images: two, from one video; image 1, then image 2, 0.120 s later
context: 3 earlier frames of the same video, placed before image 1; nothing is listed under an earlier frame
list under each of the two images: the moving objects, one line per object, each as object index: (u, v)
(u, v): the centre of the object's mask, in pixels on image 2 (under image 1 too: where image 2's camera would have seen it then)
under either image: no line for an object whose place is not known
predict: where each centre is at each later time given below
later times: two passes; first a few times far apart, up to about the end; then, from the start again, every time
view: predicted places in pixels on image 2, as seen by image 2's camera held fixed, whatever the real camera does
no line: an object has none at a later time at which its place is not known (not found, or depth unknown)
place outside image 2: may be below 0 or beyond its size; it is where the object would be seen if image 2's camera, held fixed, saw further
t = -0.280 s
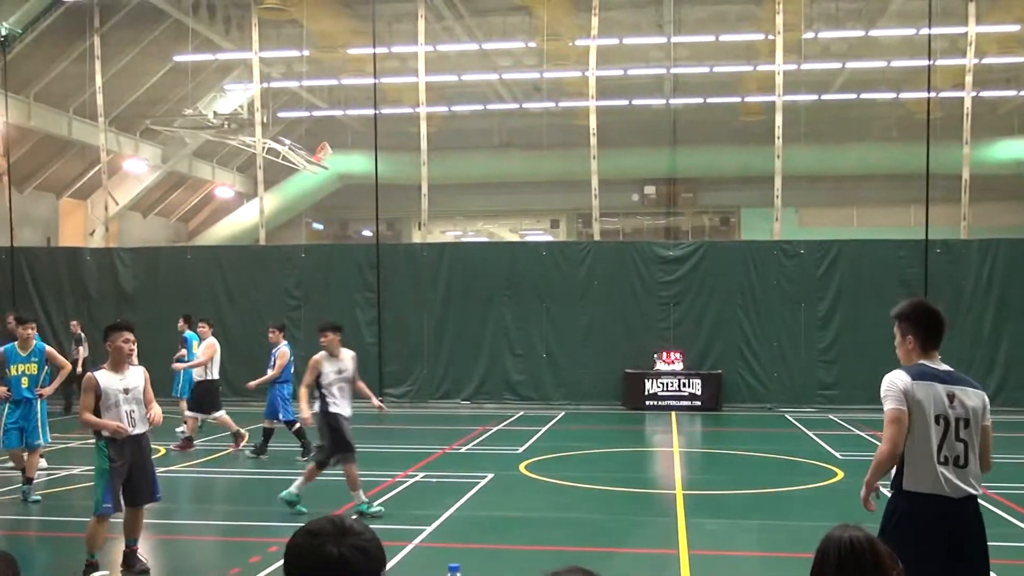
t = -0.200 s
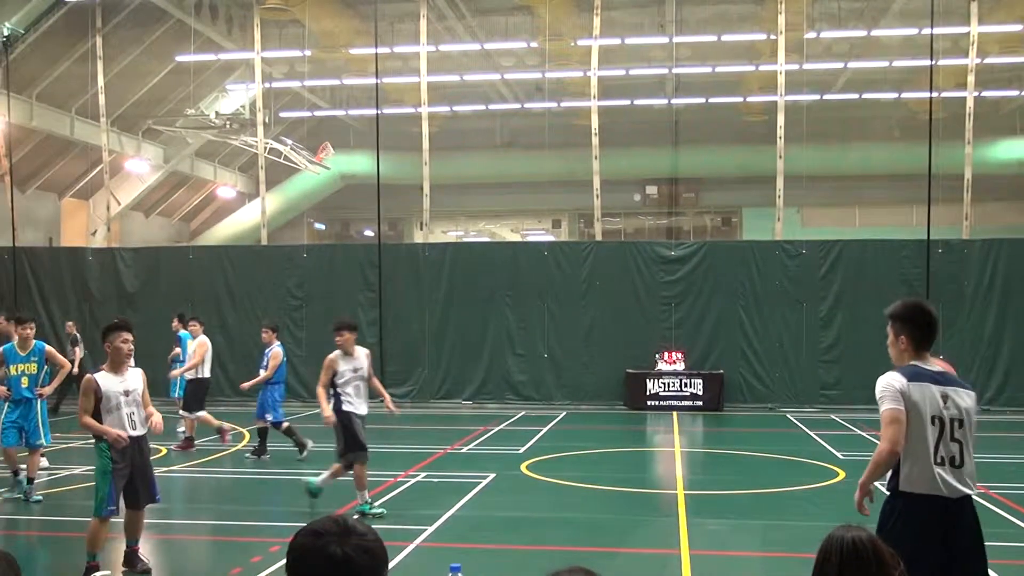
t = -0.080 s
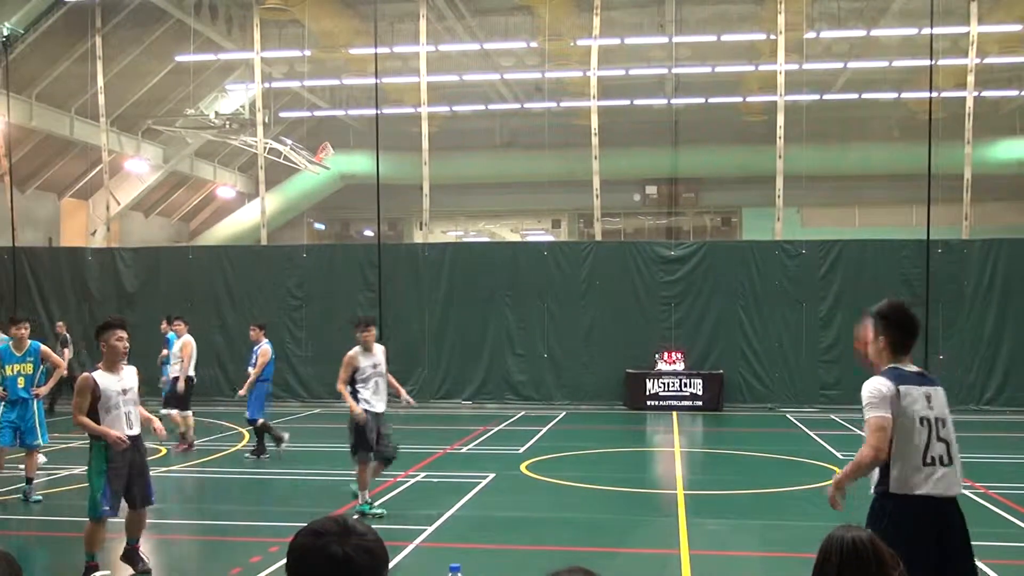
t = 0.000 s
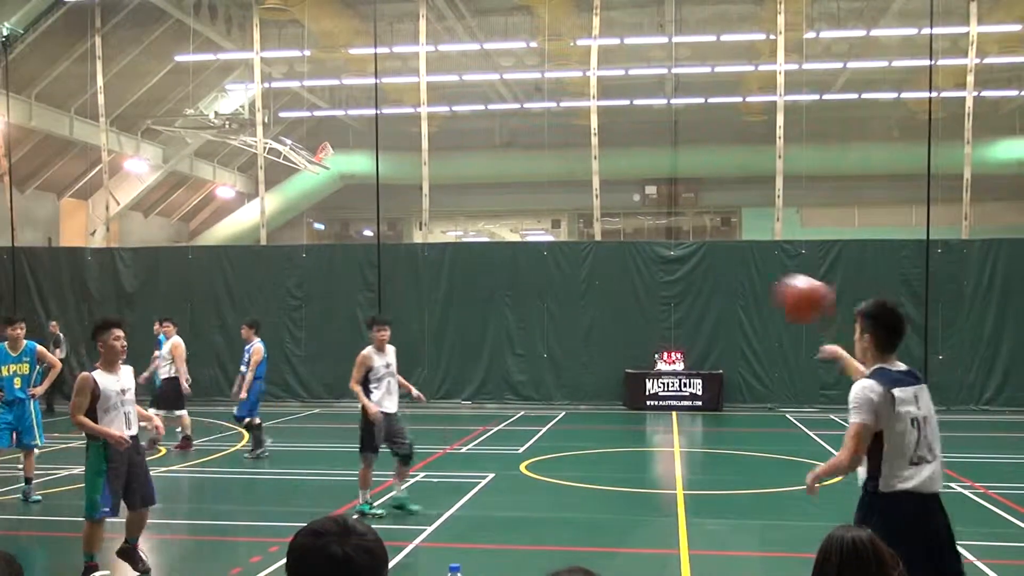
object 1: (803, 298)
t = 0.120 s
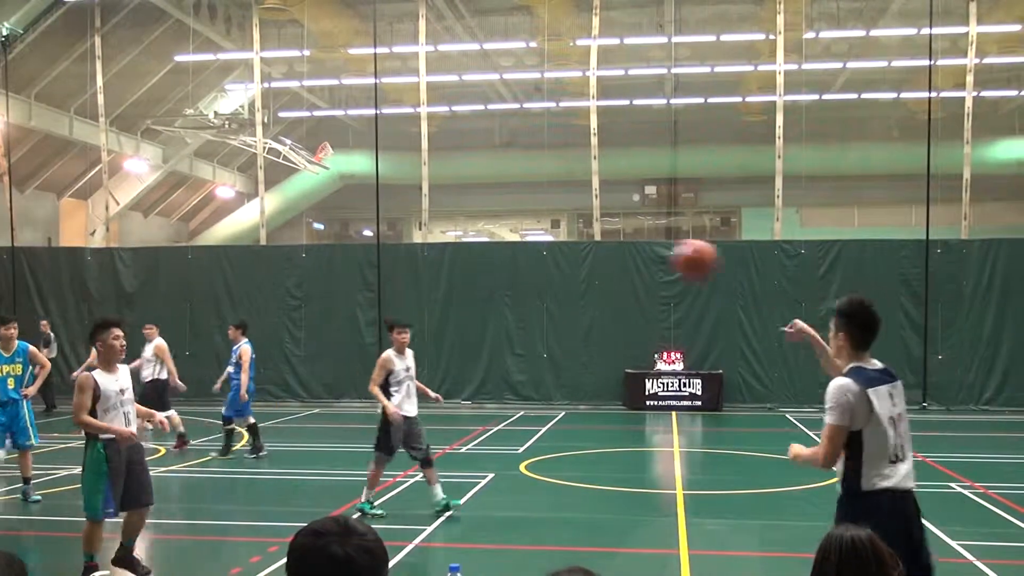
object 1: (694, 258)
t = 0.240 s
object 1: (610, 251)
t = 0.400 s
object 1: (522, 272)
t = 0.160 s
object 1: (664, 253)
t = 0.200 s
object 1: (636, 251)
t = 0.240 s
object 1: (610, 251)
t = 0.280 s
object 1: (585, 254)
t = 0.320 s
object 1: (563, 257)
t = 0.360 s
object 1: (541, 263)
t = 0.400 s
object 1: (522, 272)
